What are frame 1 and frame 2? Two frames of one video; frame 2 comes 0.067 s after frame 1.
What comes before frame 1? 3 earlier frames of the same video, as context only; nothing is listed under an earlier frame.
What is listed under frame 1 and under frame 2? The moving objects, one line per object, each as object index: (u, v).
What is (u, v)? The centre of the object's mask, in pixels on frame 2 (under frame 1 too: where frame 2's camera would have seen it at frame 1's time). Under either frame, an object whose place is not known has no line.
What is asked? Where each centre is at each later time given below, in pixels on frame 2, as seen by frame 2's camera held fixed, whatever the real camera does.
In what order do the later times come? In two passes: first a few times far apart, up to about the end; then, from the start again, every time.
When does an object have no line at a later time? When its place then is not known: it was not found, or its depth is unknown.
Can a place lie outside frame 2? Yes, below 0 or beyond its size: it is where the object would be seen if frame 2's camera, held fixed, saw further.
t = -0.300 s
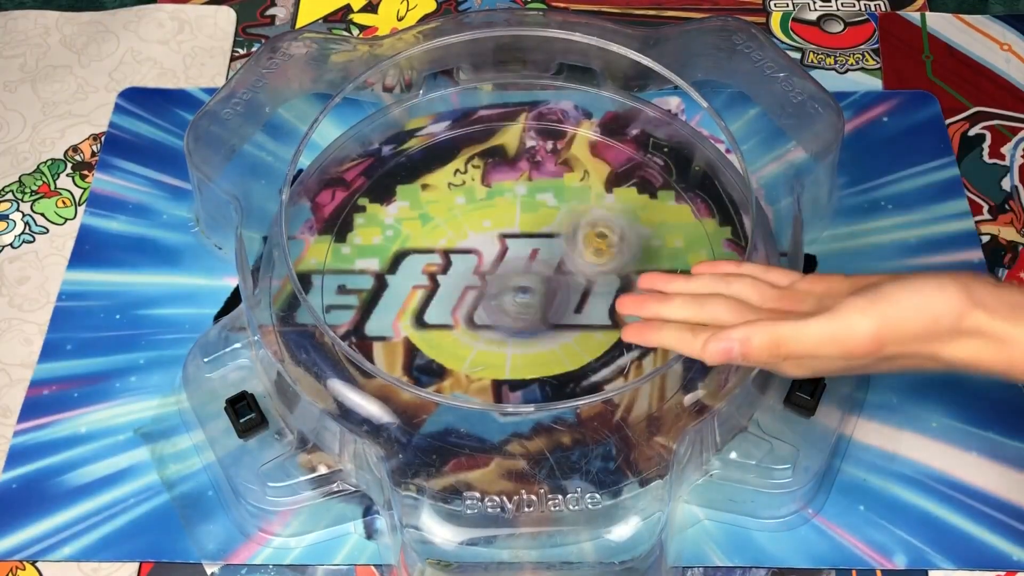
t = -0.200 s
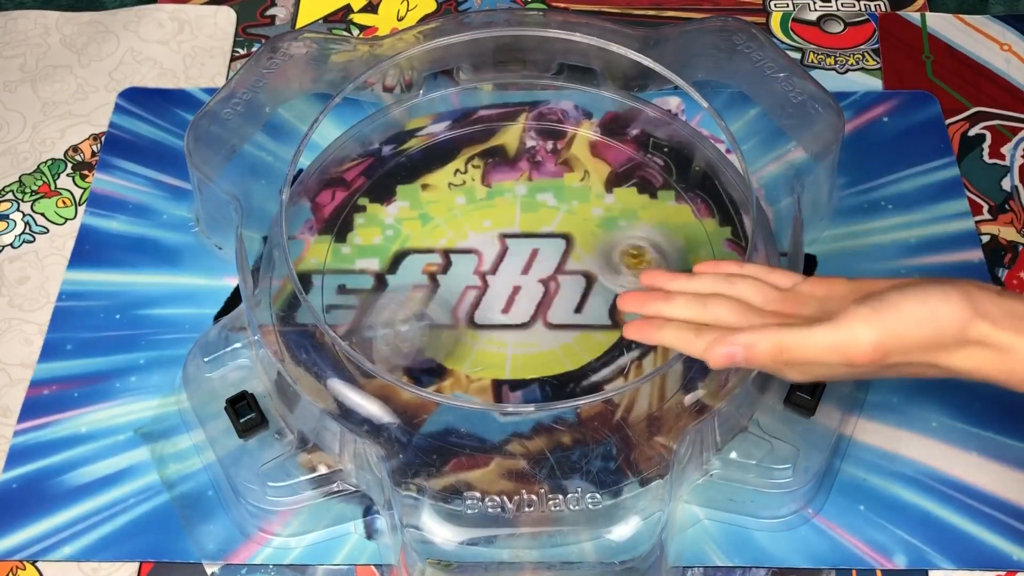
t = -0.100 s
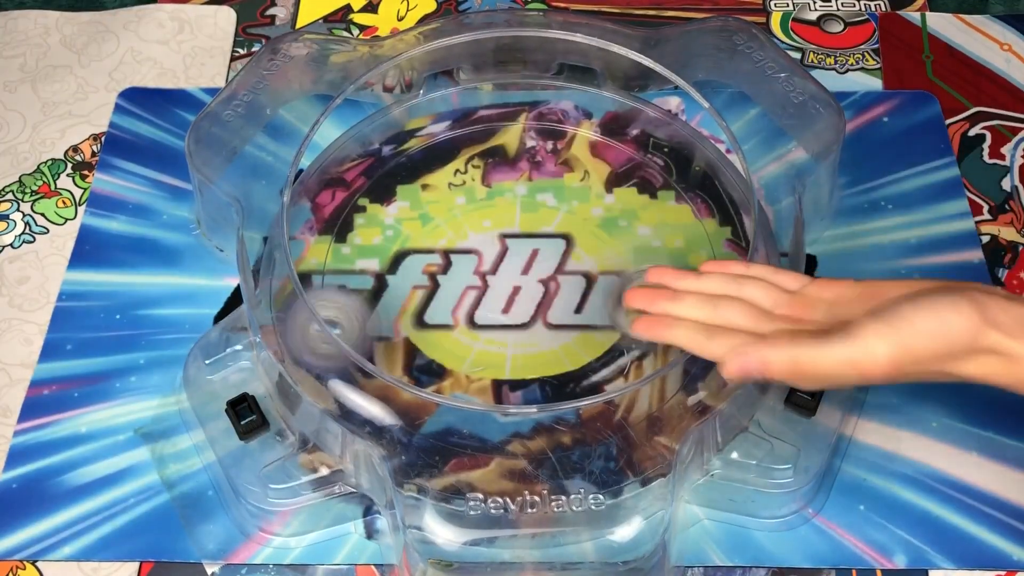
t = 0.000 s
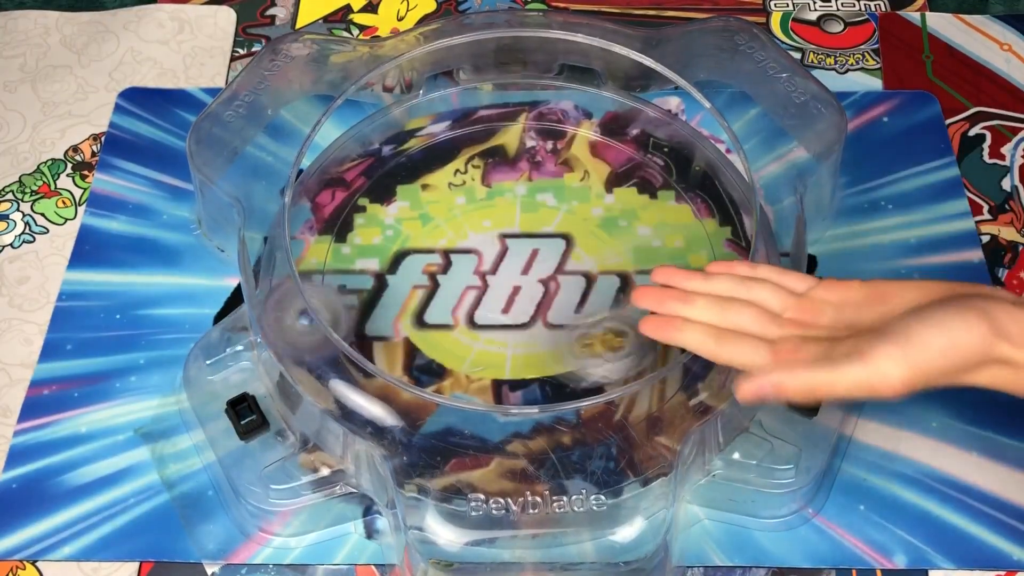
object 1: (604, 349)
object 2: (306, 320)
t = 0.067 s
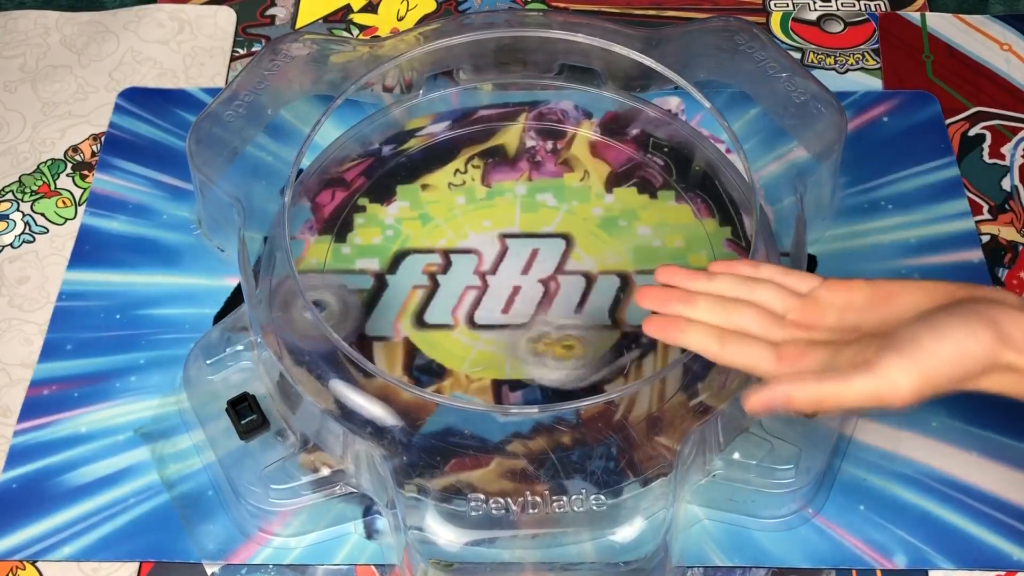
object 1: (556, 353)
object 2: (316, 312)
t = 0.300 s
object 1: (460, 253)
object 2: (371, 307)
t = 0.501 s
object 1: (512, 166)
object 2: (468, 285)
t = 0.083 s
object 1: (544, 350)
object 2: (318, 311)
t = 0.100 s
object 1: (535, 349)
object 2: (319, 310)
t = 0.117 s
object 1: (522, 343)
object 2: (321, 310)
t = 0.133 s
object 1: (511, 338)
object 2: (321, 310)
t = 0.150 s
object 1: (501, 330)
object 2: (322, 311)
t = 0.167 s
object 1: (496, 327)
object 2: (324, 312)
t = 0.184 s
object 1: (488, 317)
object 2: (329, 314)
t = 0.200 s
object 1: (482, 314)
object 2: (331, 314)
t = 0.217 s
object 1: (475, 299)
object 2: (337, 312)
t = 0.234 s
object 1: (474, 292)
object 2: (348, 310)
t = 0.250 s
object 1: (464, 278)
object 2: (355, 308)
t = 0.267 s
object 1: (462, 267)
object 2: (361, 309)
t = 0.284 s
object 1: (461, 257)
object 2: (366, 307)
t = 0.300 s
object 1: (460, 253)
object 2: (371, 307)
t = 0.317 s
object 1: (462, 241)
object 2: (382, 304)
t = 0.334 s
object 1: (464, 236)
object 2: (389, 303)
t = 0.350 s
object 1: (465, 224)
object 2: (399, 300)
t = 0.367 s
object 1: (468, 218)
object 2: (402, 300)
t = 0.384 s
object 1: (471, 209)
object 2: (414, 298)
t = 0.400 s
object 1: (474, 202)
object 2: (421, 297)
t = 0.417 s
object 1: (480, 192)
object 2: (430, 294)
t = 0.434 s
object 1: (483, 188)
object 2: (434, 292)
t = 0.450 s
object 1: (489, 179)
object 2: (445, 291)
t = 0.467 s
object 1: (491, 178)
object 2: (450, 290)
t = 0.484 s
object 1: (503, 168)
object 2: (462, 286)
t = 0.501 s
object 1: (512, 166)
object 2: (468, 285)
